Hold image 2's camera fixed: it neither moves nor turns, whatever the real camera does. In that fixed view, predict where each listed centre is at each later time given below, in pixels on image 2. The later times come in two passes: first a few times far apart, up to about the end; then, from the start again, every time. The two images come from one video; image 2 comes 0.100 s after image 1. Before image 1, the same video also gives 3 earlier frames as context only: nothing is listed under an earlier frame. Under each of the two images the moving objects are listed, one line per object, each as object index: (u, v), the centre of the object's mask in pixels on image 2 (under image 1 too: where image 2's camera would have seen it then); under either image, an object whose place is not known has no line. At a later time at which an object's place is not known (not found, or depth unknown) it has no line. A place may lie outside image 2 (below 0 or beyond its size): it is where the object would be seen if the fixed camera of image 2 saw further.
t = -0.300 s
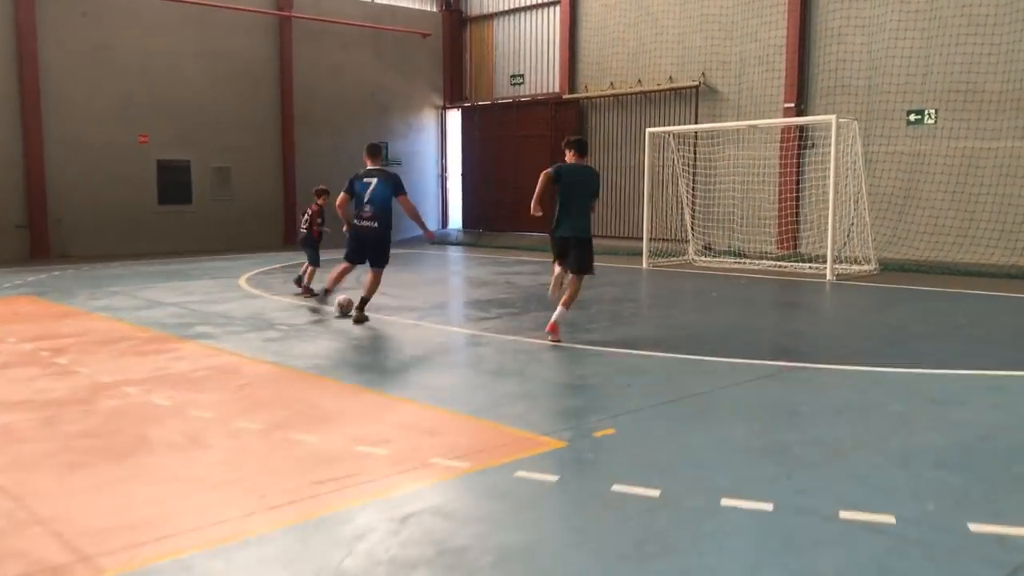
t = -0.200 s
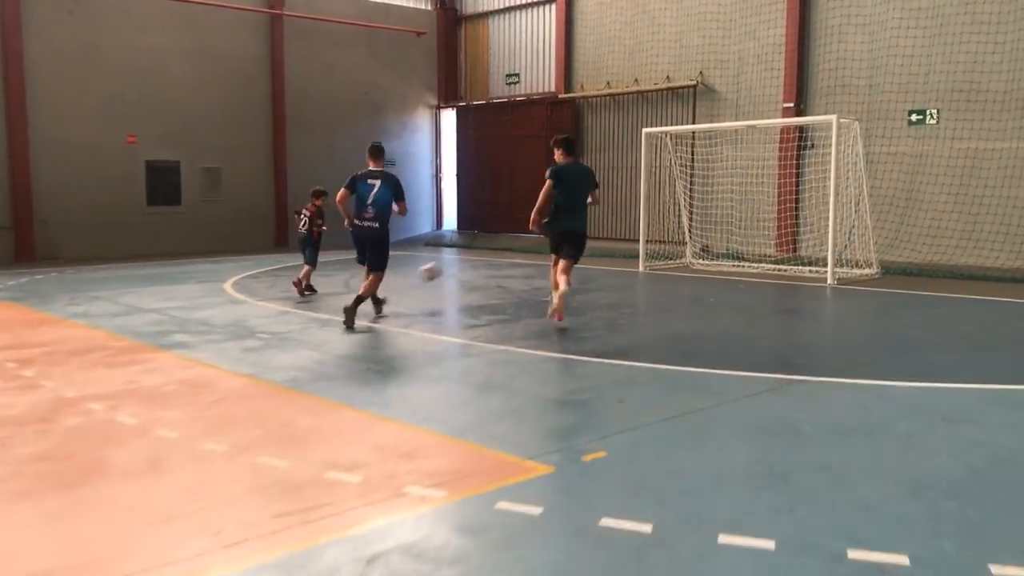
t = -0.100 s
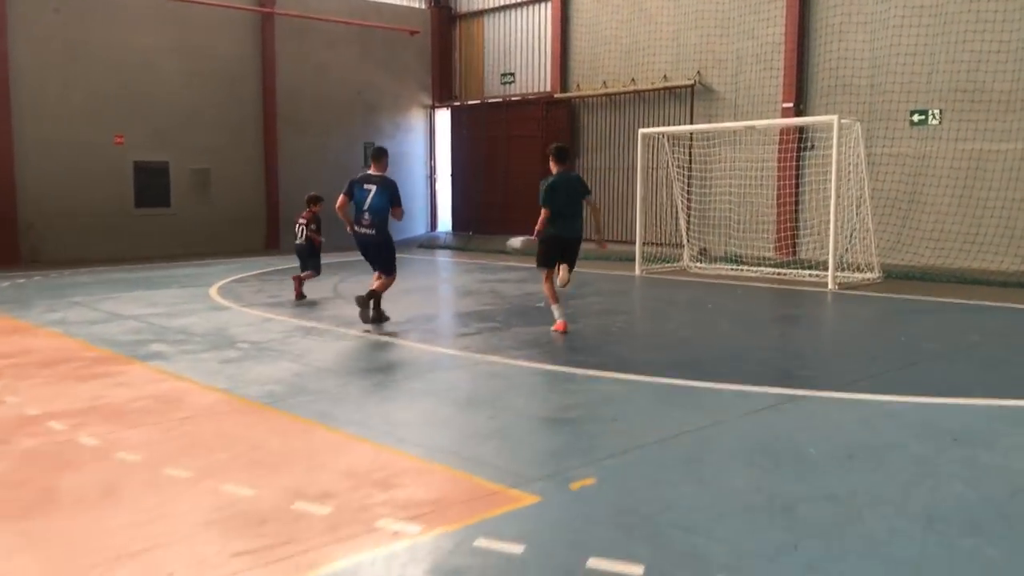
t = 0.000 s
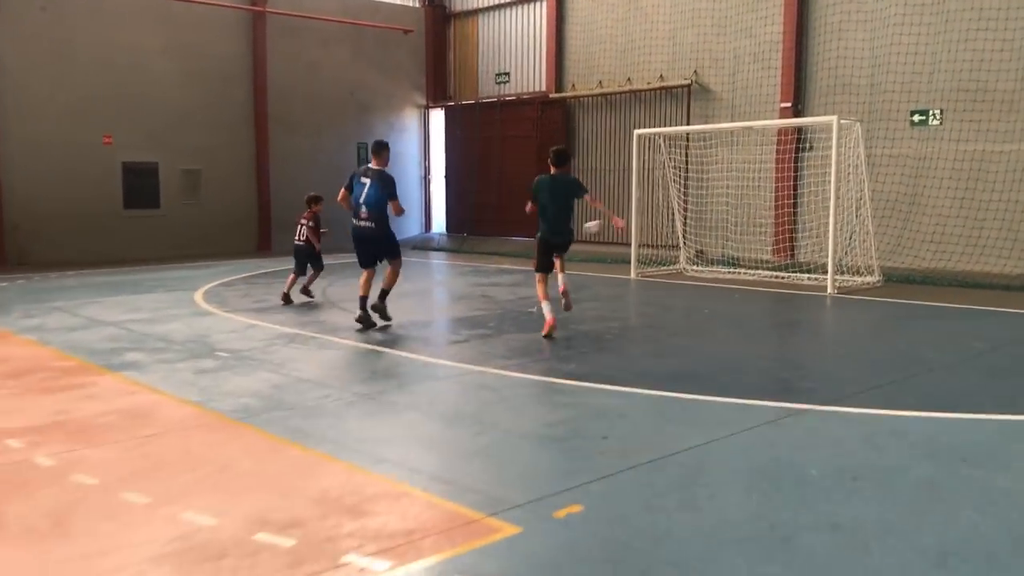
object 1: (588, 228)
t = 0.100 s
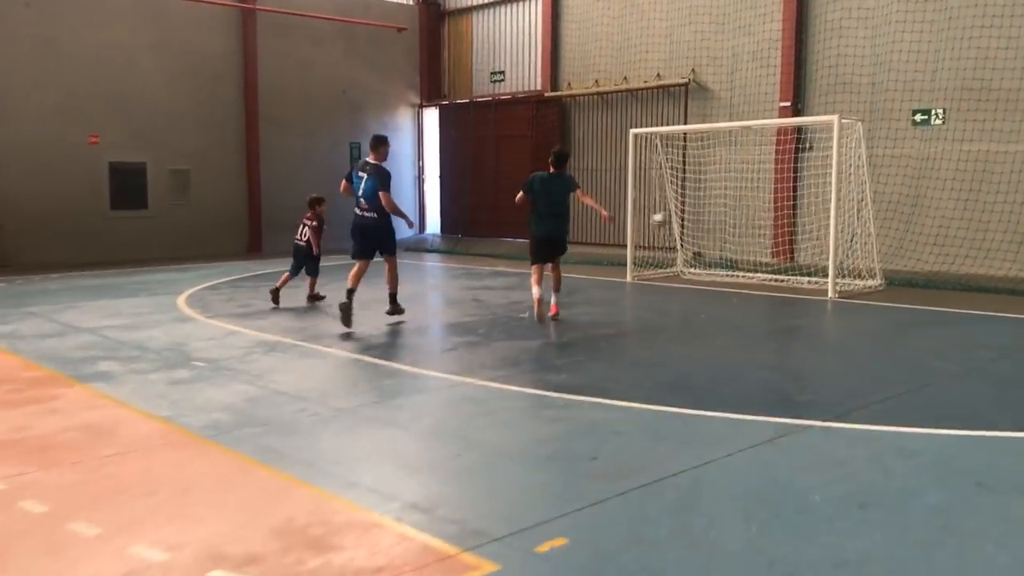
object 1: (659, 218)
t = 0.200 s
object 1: (716, 216)
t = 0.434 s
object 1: (736, 218)
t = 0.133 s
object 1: (680, 218)
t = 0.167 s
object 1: (700, 218)
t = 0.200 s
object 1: (716, 216)
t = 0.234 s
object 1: (727, 214)
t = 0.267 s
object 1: (734, 211)
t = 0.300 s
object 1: (736, 209)
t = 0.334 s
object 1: (737, 208)
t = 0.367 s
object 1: (738, 209)
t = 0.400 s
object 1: (737, 213)
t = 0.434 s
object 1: (736, 218)
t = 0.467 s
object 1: (734, 223)
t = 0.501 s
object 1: (733, 230)
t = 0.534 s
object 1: (731, 237)
